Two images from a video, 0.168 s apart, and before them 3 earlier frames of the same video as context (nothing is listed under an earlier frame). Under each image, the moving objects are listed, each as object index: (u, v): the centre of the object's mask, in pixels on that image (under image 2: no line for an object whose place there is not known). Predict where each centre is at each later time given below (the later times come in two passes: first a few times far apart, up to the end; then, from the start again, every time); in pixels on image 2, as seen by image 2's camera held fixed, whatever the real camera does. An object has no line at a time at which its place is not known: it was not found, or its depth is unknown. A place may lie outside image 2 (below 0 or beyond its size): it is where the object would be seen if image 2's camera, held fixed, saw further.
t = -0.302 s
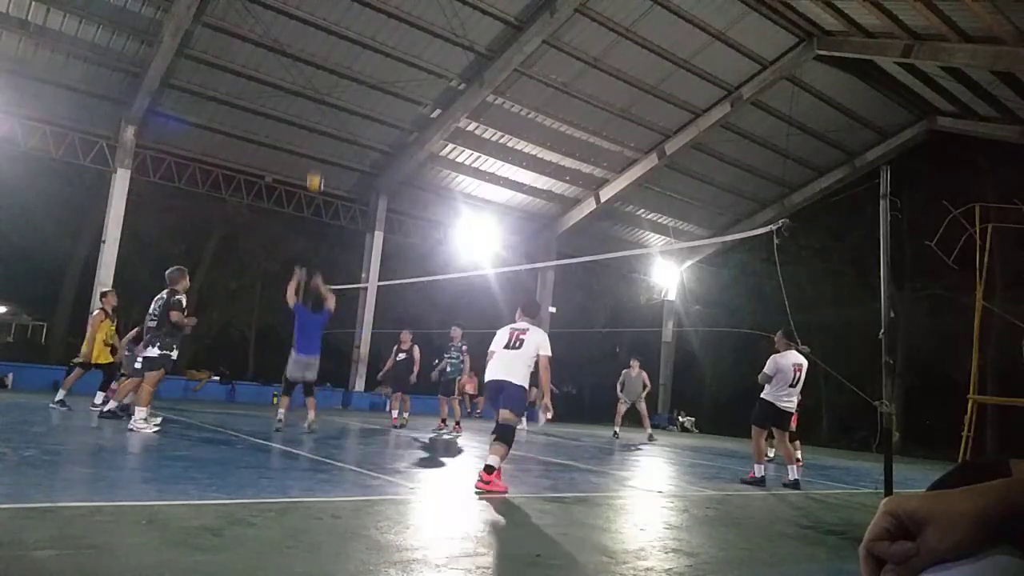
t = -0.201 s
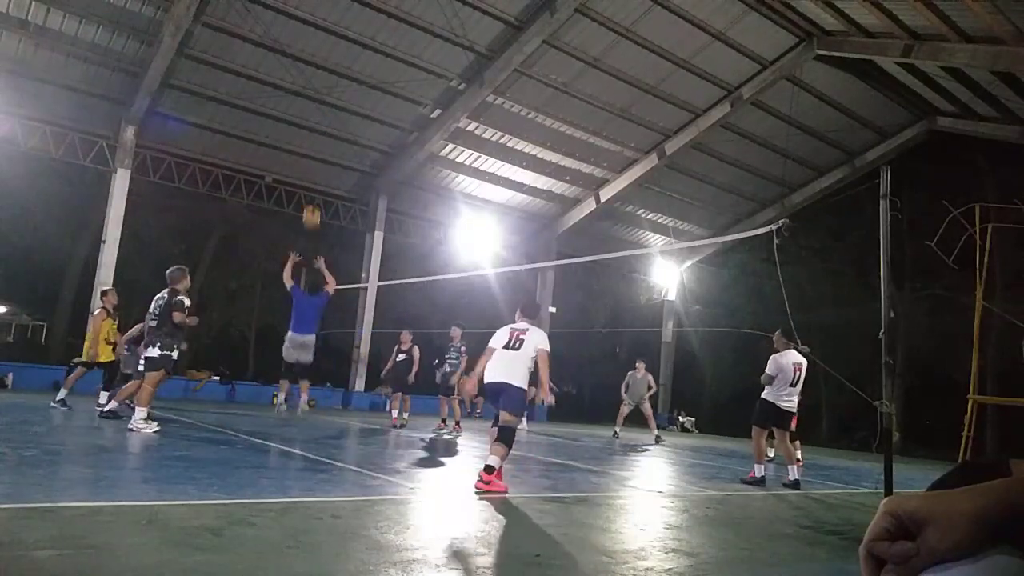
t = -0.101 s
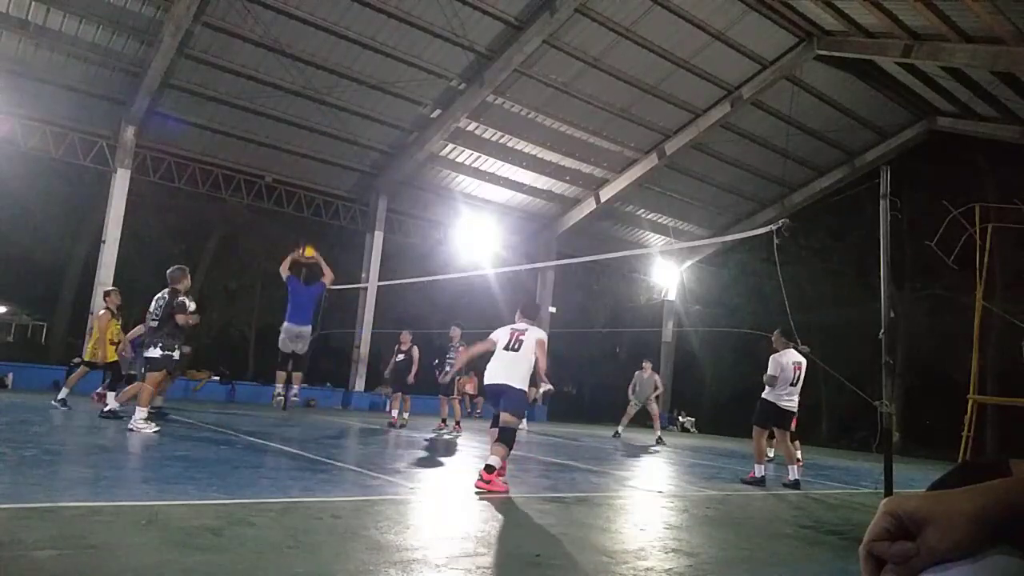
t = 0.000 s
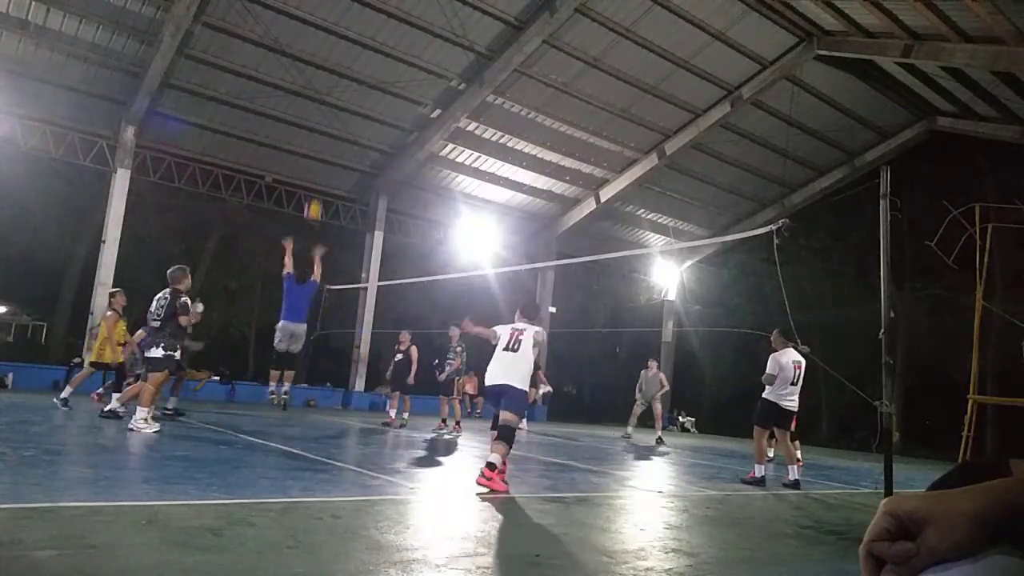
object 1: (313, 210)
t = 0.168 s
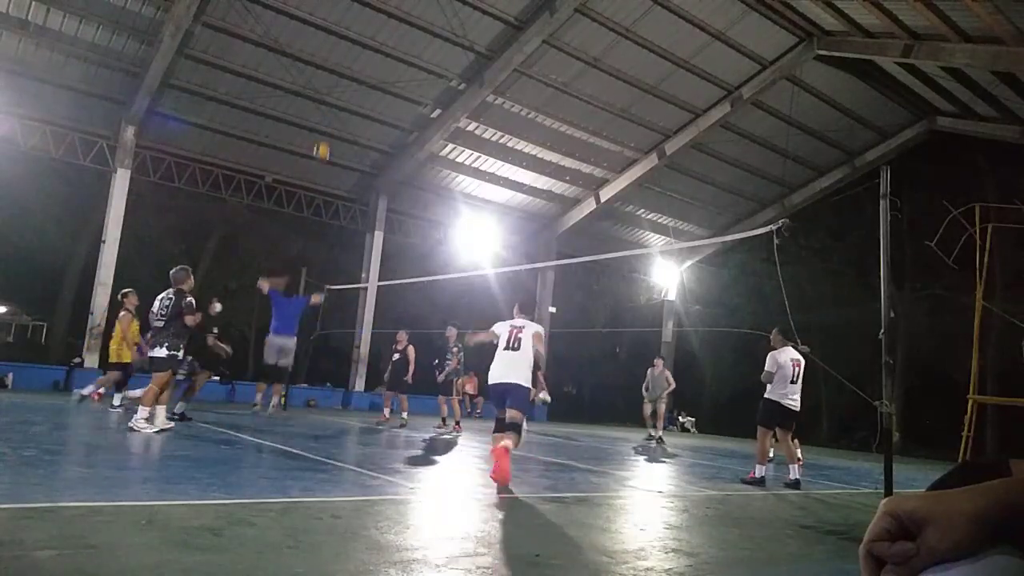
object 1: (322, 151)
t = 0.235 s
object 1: (324, 134)
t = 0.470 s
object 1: (331, 102)
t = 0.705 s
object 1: (335, 105)
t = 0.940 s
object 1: (335, 138)
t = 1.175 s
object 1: (332, 197)
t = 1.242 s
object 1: (330, 218)
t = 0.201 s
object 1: (323, 142)
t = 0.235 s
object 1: (324, 134)
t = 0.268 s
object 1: (325, 128)
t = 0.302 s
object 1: (327, 121)
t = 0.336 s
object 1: (328, 116)
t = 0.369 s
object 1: (329, 111)
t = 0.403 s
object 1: (330, 108)
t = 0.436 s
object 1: (331, 105)
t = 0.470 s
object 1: (331, 102)
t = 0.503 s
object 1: (332, 101)
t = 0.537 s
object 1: (333, 100)
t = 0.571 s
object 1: (333, 100)
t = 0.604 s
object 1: (334, 100)
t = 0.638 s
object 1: (334, 102)
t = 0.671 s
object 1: (335, 103)
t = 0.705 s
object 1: (335, 105)
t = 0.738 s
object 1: (335, 108)
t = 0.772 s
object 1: (336, 111)
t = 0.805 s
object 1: (336, 116)
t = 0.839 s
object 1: (336, 121)
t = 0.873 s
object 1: (336, 126)
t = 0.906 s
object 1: (335, 131)
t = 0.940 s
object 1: (335, 138)
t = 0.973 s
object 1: (335, 145)
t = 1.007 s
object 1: (335, 152)
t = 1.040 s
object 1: (334, 160)
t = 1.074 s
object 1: (333, 169)
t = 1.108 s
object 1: (333, 178)
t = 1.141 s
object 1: (332, 187)
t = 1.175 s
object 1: (332, 197)
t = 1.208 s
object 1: (331, 208)
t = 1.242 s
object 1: (330, 218)
